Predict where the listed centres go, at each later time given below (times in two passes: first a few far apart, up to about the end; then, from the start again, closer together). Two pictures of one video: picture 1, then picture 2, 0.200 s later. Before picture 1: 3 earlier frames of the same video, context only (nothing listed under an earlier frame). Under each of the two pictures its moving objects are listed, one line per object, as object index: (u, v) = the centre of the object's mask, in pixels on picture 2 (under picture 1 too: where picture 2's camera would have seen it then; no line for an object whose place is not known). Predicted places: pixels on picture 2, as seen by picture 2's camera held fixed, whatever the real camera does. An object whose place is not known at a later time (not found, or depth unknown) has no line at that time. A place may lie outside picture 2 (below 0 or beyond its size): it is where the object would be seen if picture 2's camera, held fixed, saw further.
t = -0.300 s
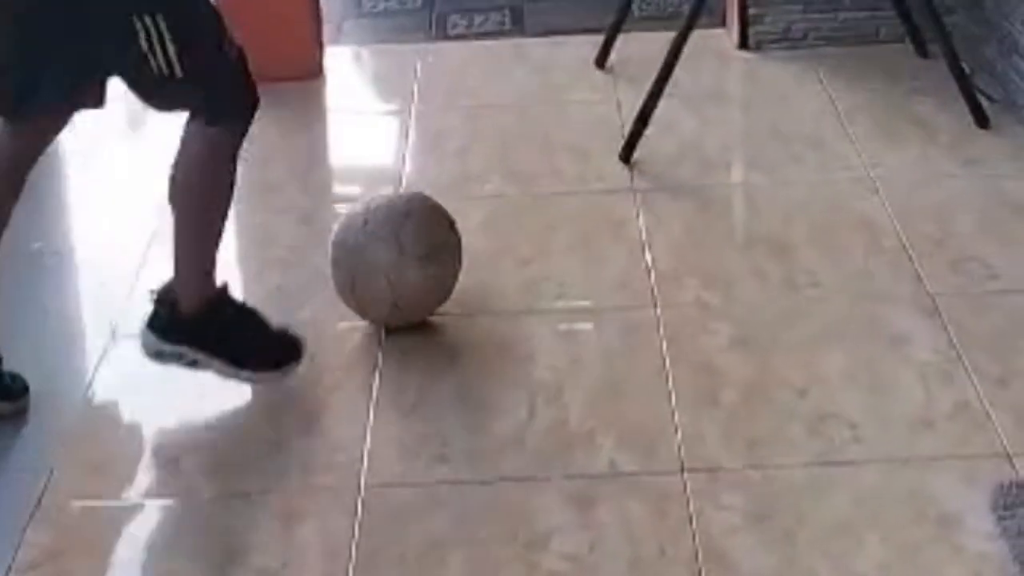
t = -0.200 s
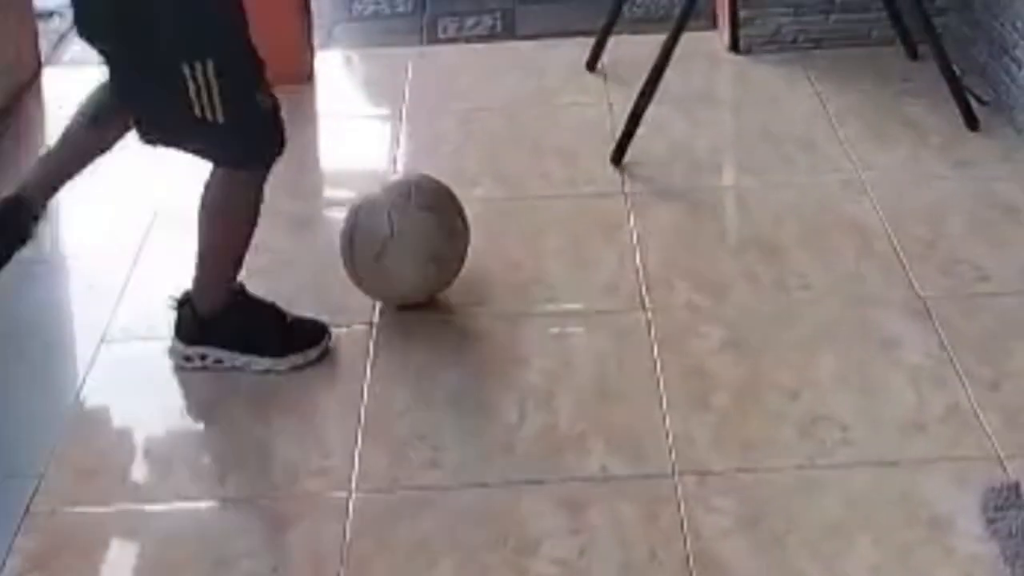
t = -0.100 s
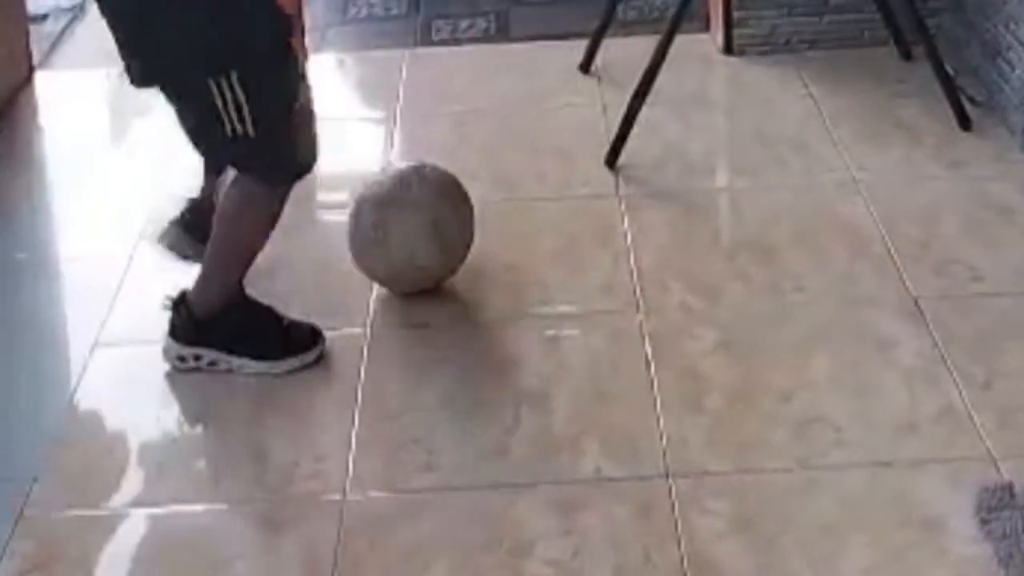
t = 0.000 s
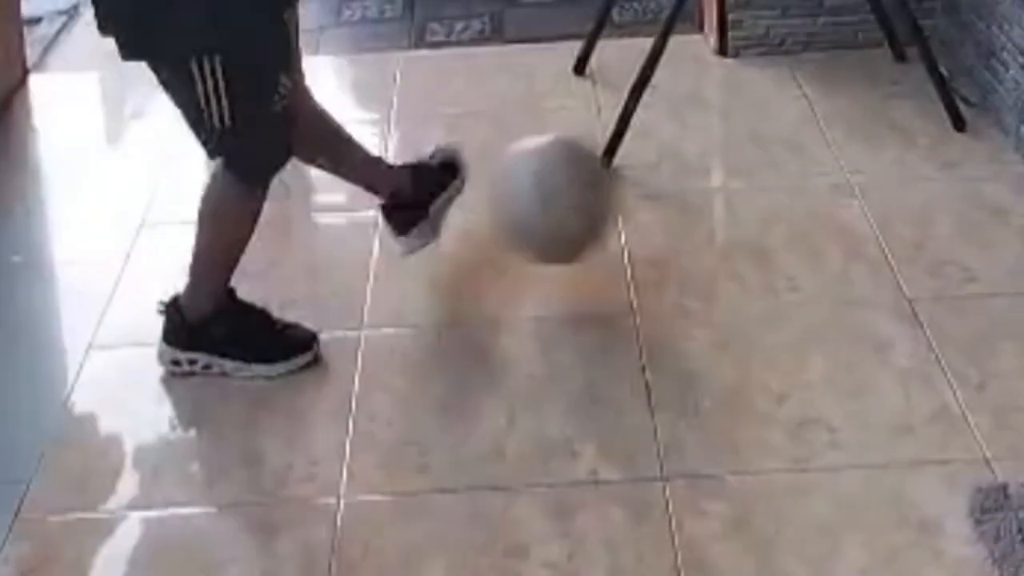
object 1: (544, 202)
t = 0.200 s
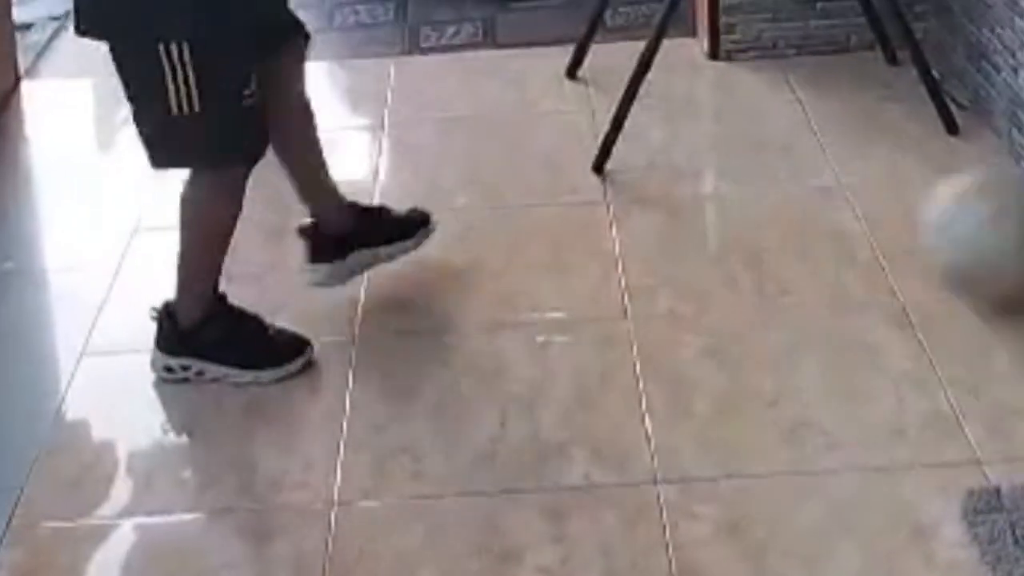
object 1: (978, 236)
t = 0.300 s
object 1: (791, 241)
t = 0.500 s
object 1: (457, 270)
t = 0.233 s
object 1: (918, 246)
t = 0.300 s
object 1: (791, 241)
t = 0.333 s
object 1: (731, 252)
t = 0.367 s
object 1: (677, 264)
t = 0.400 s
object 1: (619, 259)
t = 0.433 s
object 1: (564, 263)
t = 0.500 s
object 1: (457, 270)
